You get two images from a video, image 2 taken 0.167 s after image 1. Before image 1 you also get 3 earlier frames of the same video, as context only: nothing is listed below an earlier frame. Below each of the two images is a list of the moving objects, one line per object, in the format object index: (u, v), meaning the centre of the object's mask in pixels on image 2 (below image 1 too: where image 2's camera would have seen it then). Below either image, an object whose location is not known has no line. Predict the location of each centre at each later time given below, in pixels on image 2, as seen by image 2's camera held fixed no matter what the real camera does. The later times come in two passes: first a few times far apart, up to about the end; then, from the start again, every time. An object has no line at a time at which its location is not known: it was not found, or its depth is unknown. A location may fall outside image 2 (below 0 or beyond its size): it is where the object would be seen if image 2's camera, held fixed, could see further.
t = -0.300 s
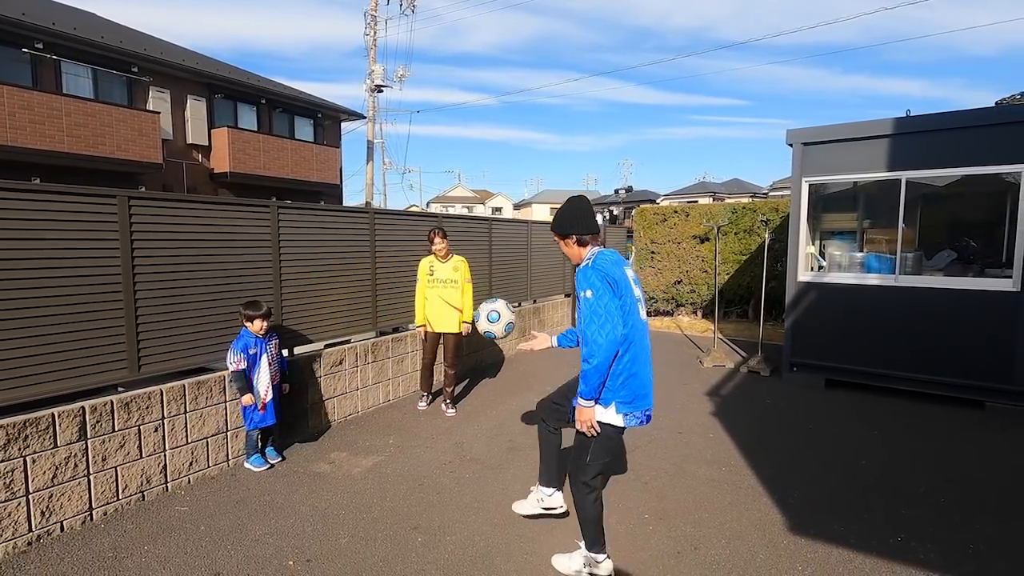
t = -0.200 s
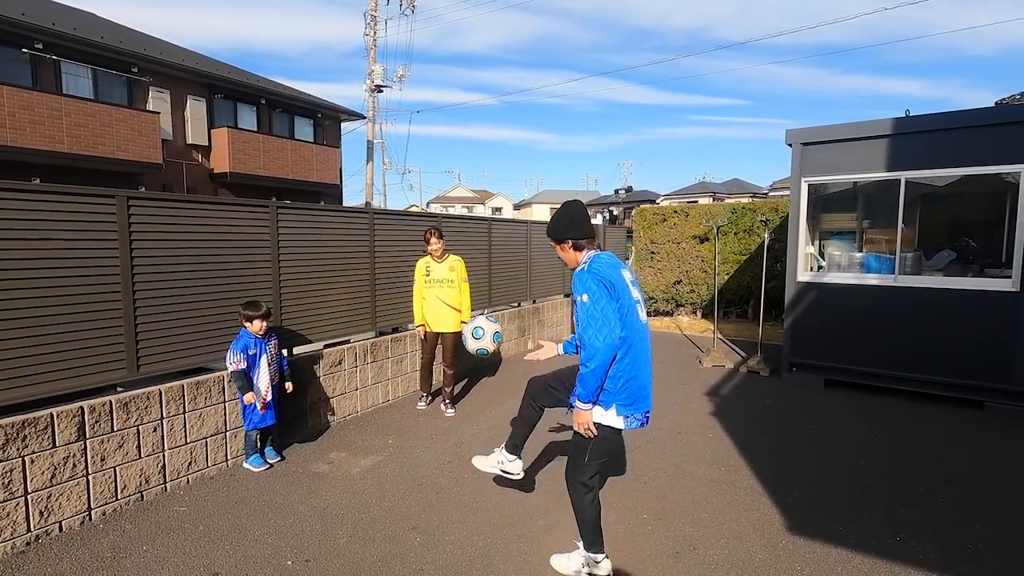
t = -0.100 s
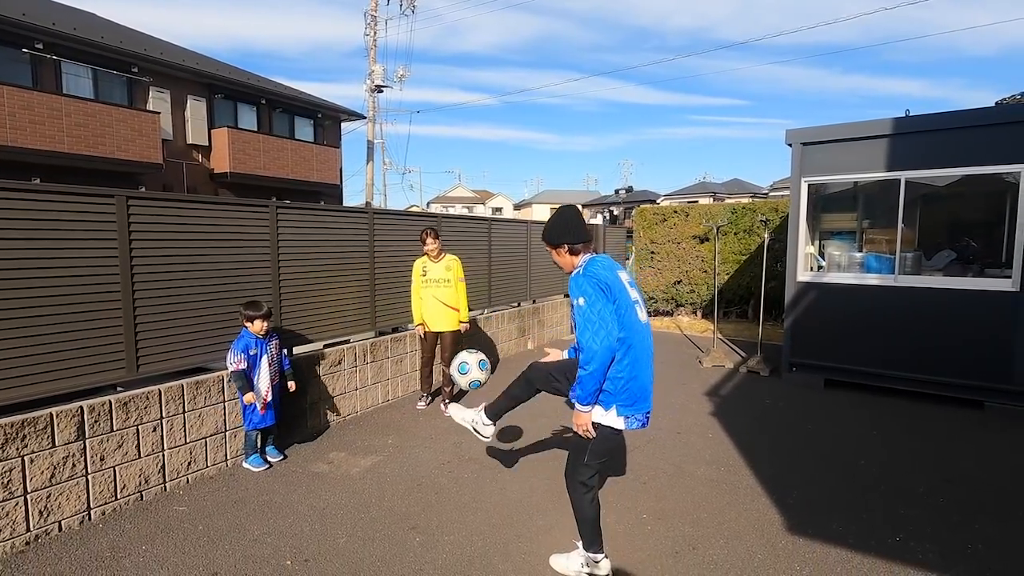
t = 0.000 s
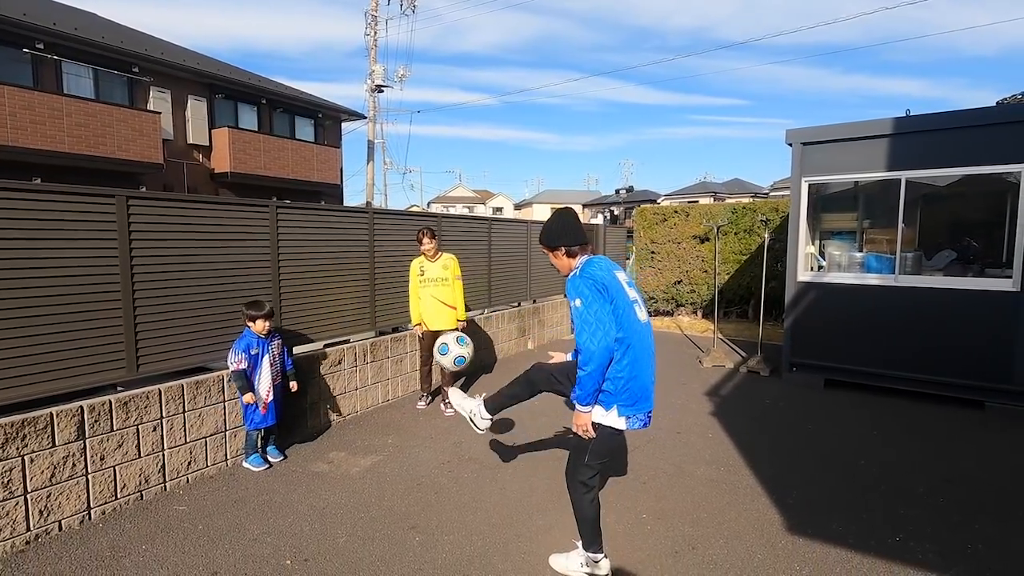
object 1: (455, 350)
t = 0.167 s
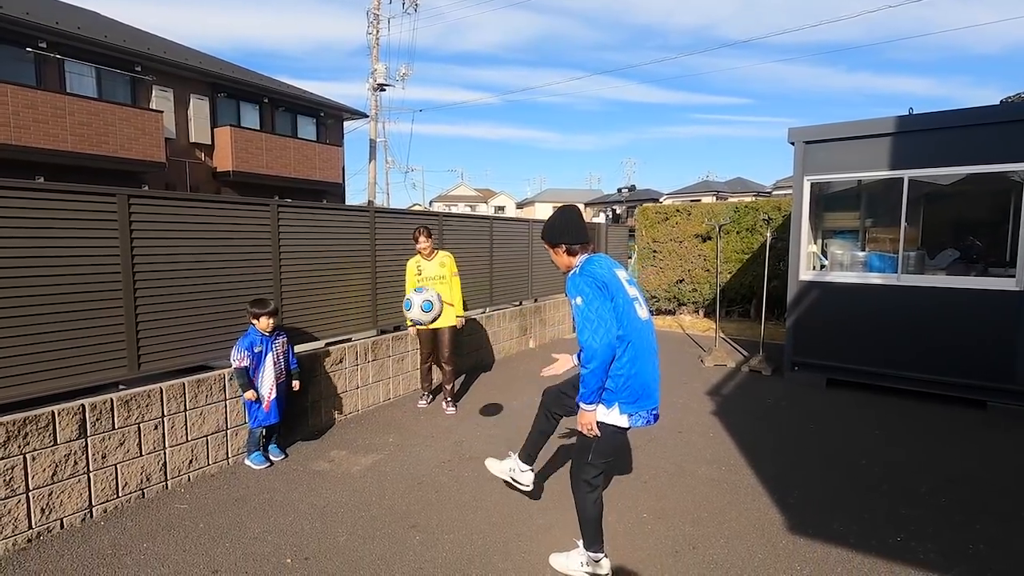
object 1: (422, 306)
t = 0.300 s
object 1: (397, 306)
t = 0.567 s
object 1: (351, 400)
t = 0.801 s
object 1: (317, 461)
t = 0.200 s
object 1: (416, 303)
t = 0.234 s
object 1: (410, 302)
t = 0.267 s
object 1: (403, 303)
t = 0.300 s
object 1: (397, 306)
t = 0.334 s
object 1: (391, 312)
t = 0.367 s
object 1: (385, 318)
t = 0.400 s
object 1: (379, 327)
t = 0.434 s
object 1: (373, 338)
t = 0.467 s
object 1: (367, 351)
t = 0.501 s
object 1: (362, 365)
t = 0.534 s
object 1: (356, 382)
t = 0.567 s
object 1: (351, 400)
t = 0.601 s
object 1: (346, 420)
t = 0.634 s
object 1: (341, 442)
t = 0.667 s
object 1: (336, 465)
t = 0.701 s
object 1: (332, 490)
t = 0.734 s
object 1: (327, 495)
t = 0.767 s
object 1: (322, 477)
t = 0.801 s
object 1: (317, 461)
